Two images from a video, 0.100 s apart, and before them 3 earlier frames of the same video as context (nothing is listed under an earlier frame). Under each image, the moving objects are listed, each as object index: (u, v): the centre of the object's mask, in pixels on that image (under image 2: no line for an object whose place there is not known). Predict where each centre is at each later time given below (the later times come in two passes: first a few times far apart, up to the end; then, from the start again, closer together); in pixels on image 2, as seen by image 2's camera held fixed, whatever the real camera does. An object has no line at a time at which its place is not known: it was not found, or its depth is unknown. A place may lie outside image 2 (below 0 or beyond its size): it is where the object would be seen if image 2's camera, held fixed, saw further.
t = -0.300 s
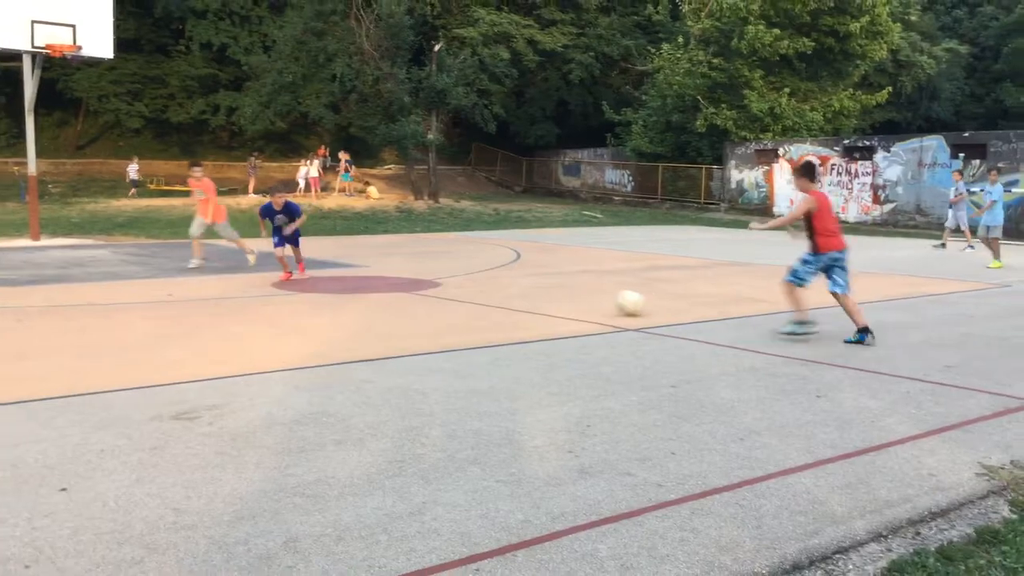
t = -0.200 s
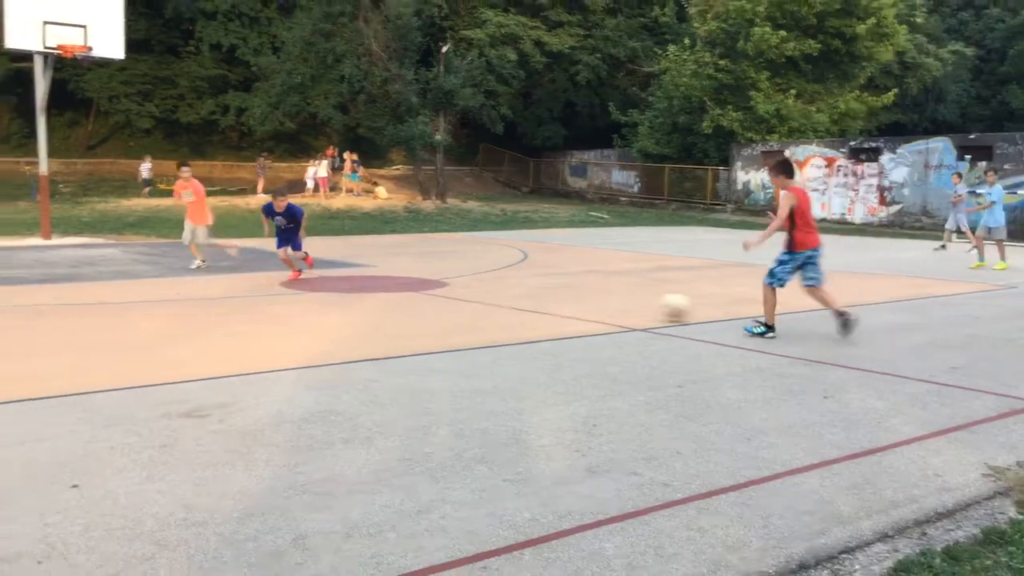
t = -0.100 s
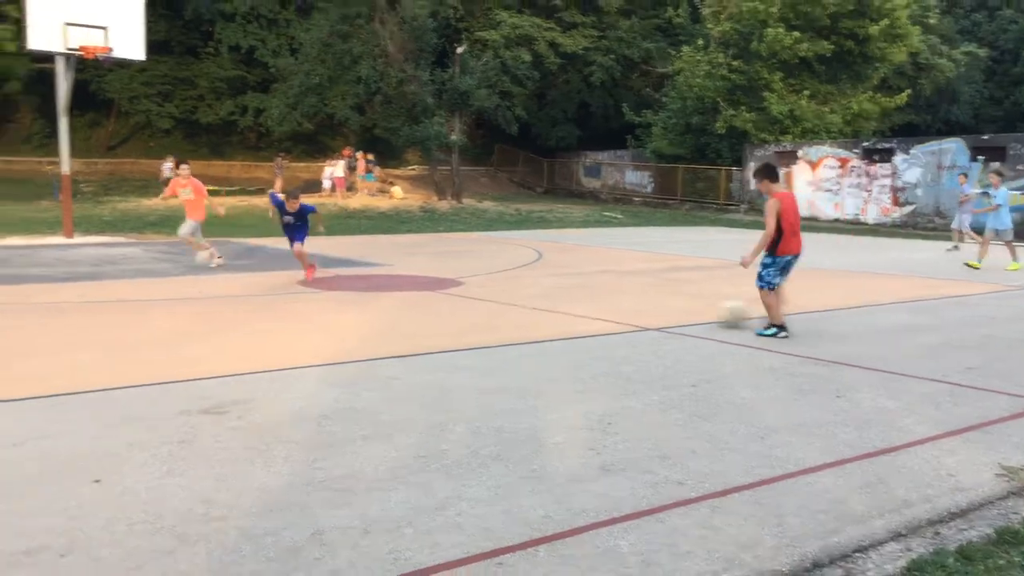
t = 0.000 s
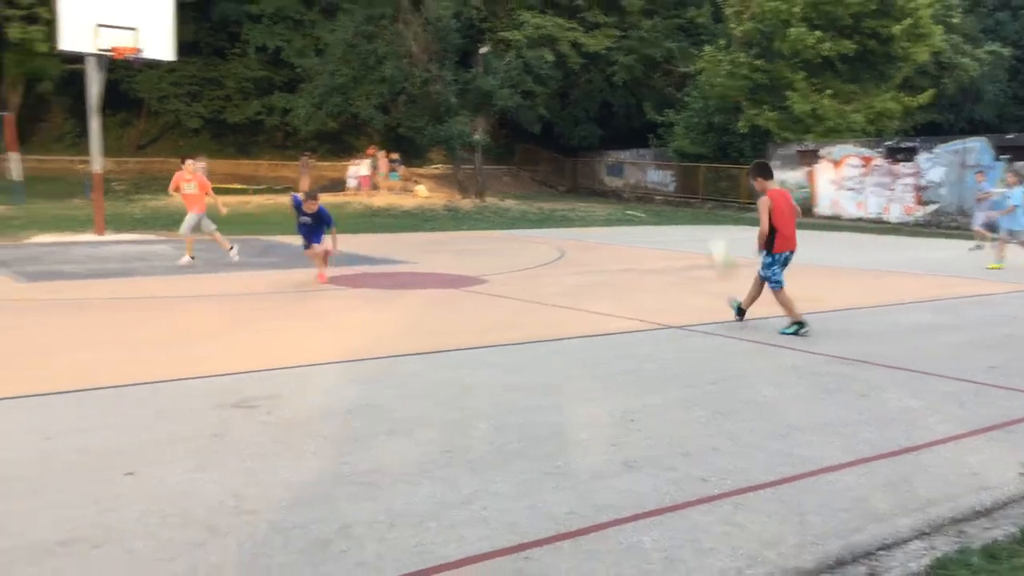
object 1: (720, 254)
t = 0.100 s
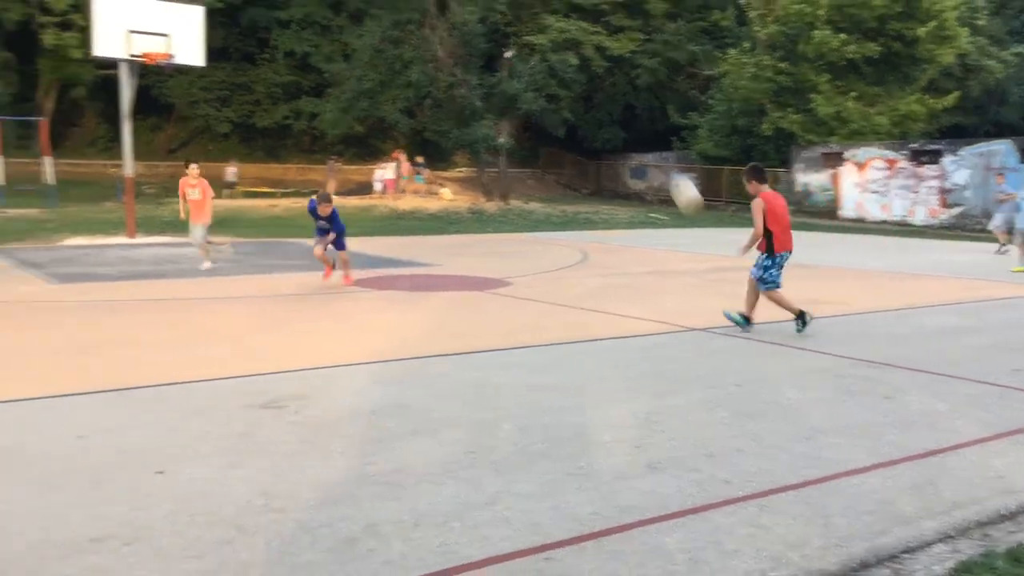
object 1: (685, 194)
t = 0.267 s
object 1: (598, 119)
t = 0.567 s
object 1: (452, 65)
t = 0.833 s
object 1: (339, 93)
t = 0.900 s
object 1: (313, 111)
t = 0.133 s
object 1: (668, 176)
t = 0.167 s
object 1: (651, 158)
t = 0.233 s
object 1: (616, 132)
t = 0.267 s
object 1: (598, 119)
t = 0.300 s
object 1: (581, 107)
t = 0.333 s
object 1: (563, 97)
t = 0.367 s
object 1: (546, 89)
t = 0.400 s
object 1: (530, 82)
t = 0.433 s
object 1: (515, 78)
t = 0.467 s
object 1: (499, 72)
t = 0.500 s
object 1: (482, 68)
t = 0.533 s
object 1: (467, 66)
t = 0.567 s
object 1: (452, 65)
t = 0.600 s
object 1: (437, 65)
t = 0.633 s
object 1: (422, 65)
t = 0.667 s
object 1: (408, 67)
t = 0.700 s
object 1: (394, 71)
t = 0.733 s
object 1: (380, 75)
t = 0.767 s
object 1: (366, 80)
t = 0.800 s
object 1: (352, 88)
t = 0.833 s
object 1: (339, 93)
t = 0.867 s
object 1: (326, 101)
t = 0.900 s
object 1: (313, 111)
